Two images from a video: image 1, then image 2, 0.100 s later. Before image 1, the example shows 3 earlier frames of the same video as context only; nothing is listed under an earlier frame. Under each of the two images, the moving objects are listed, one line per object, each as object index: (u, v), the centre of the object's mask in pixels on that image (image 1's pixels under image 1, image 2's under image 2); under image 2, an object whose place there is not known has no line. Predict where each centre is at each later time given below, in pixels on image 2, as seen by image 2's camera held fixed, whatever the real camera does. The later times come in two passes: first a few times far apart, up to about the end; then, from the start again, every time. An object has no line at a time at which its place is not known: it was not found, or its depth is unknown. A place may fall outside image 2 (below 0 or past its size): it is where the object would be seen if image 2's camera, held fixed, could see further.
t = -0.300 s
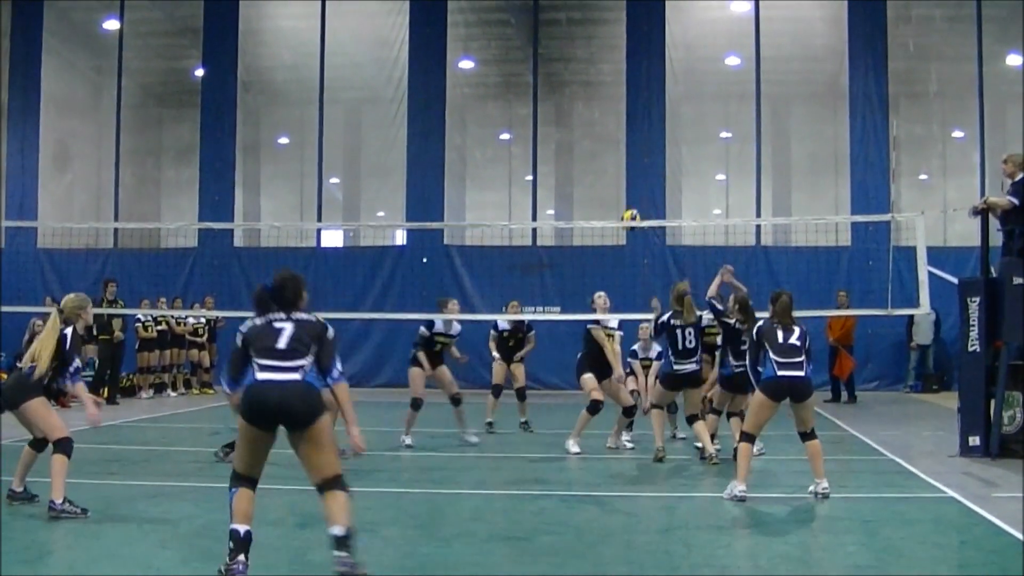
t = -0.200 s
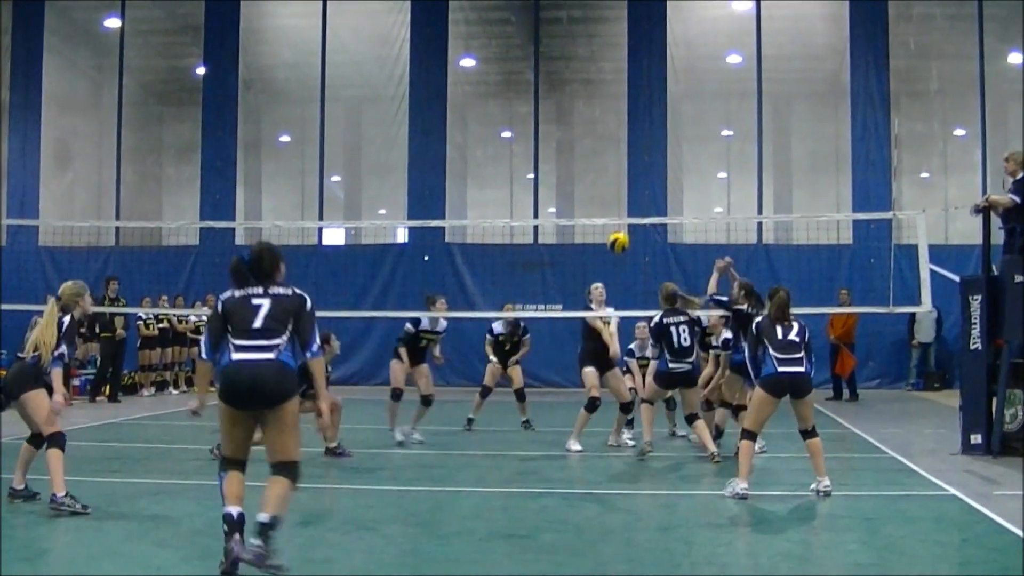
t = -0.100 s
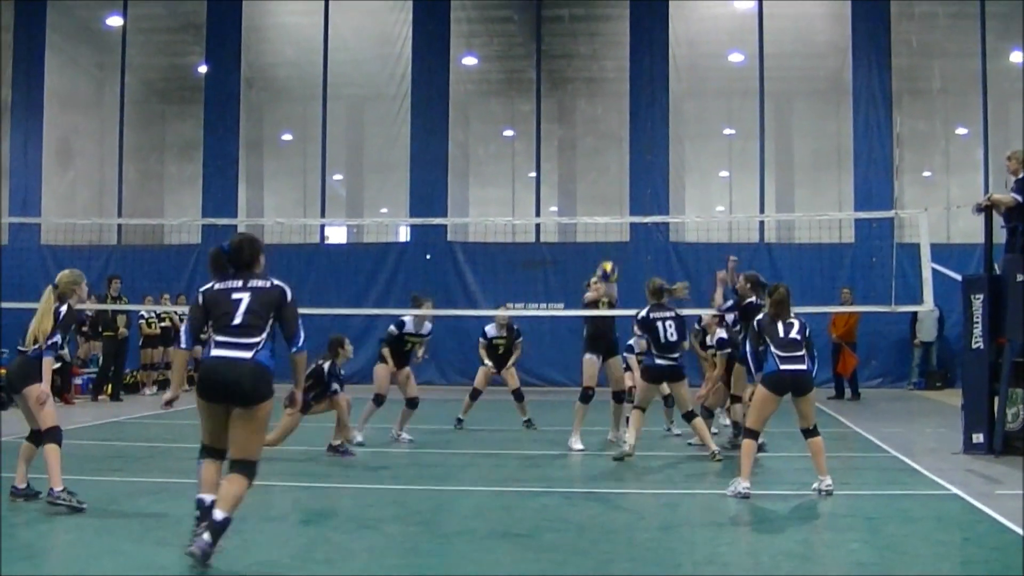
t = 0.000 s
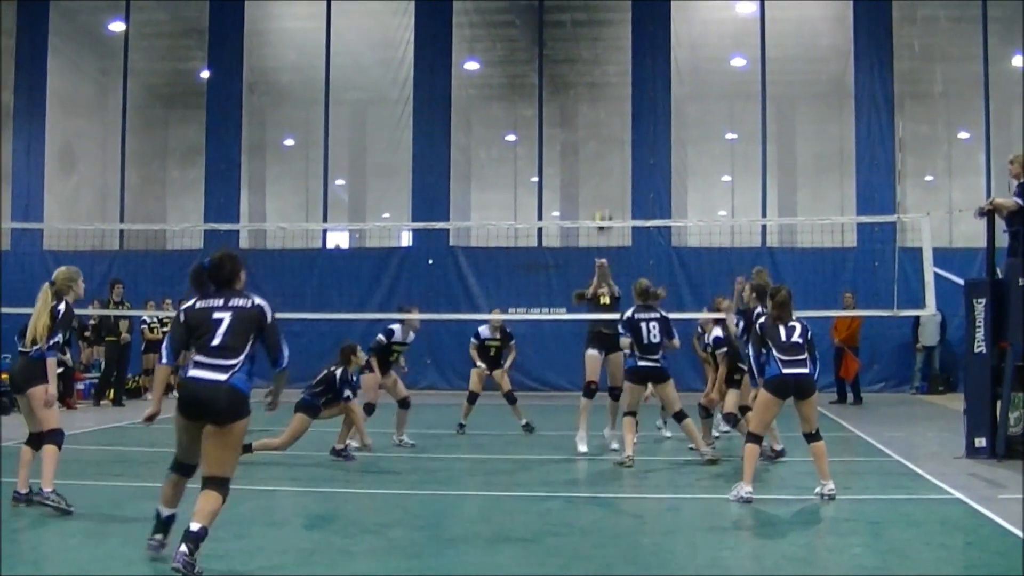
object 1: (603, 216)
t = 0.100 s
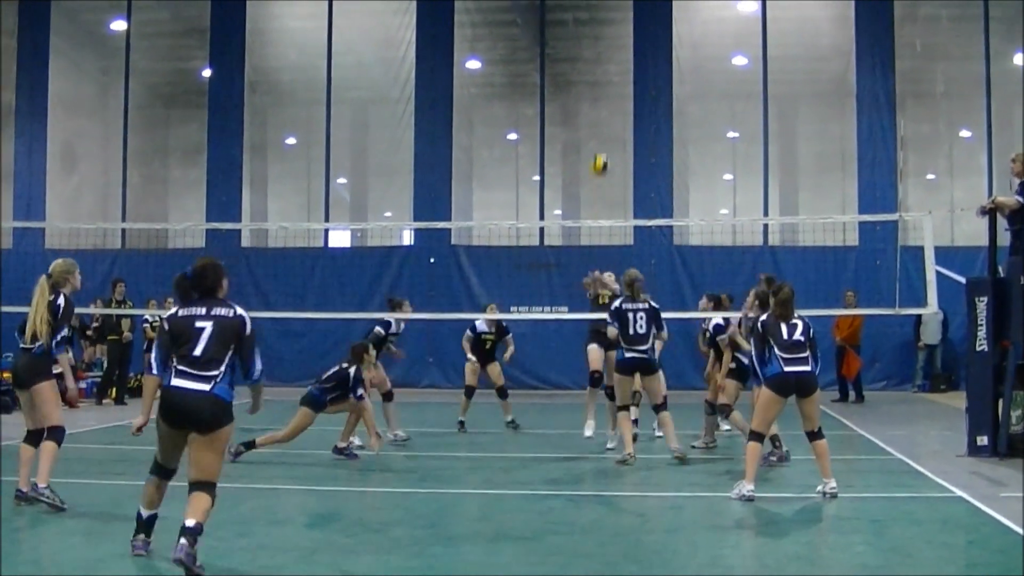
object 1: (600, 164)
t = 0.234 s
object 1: (595, 111)
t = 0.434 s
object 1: (587, 68)
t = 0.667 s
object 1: (577, 62)
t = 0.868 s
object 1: (570, 96)
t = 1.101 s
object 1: (563, 170)
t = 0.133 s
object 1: (598, 149)
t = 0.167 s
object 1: (597, 135)
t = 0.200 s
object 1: (596, 122)
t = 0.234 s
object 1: (595, 111)
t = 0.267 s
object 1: (593, 101)
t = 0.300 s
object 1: (592, 93)
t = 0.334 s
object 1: (590, 85)
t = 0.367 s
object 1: (590, 78)
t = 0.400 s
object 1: (589, 73)
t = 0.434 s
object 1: (587, 68)
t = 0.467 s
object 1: (586, 65)
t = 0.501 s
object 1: (584, 63)
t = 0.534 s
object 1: (582, 61)
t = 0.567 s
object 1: (581, 61)
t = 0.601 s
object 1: (580, 59)
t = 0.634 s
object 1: (579, 60)
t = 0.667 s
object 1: (577, 62)
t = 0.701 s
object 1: (576, 66)
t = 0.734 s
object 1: (575, 70)
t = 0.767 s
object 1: (574, 76)
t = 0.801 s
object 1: (573, 82)
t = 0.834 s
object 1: (572, 88)
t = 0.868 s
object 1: (570, 96)
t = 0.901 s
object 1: (569, 104)
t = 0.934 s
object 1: (569, 113)
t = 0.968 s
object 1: (567, 123)
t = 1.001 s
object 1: (566, 134)
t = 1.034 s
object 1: (566, 145)
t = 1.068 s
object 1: (564, 158)
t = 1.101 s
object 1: (563, 170)
